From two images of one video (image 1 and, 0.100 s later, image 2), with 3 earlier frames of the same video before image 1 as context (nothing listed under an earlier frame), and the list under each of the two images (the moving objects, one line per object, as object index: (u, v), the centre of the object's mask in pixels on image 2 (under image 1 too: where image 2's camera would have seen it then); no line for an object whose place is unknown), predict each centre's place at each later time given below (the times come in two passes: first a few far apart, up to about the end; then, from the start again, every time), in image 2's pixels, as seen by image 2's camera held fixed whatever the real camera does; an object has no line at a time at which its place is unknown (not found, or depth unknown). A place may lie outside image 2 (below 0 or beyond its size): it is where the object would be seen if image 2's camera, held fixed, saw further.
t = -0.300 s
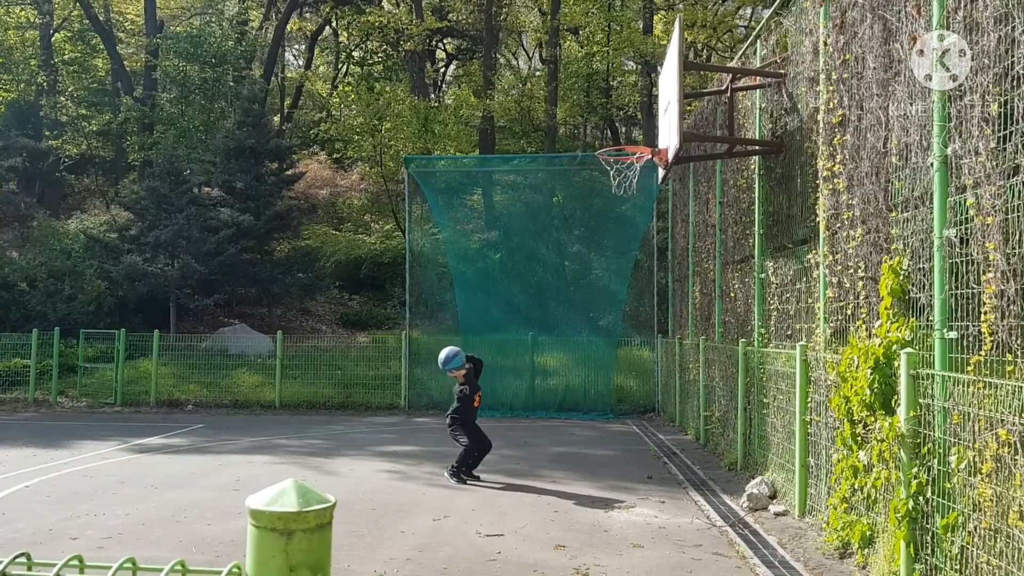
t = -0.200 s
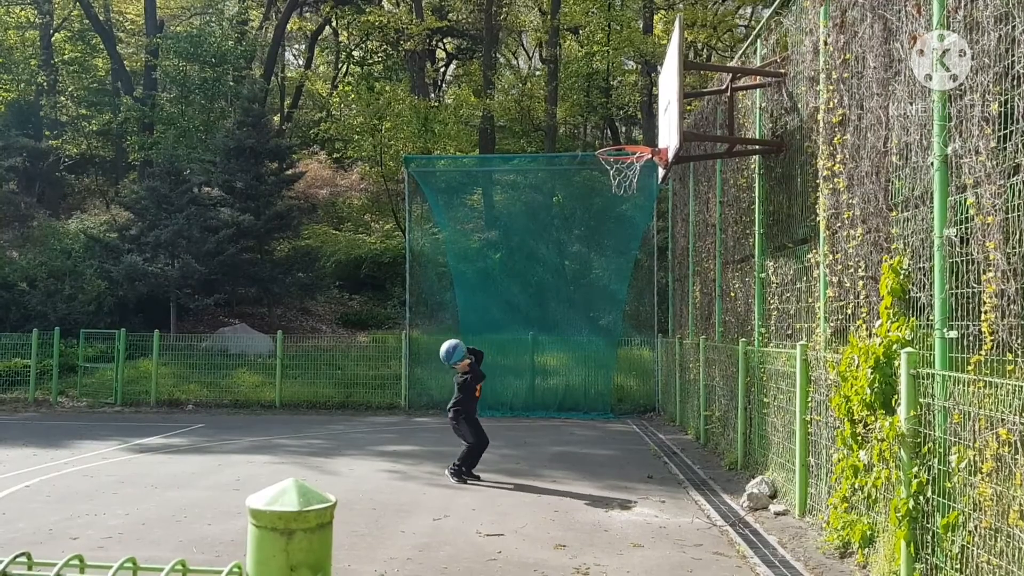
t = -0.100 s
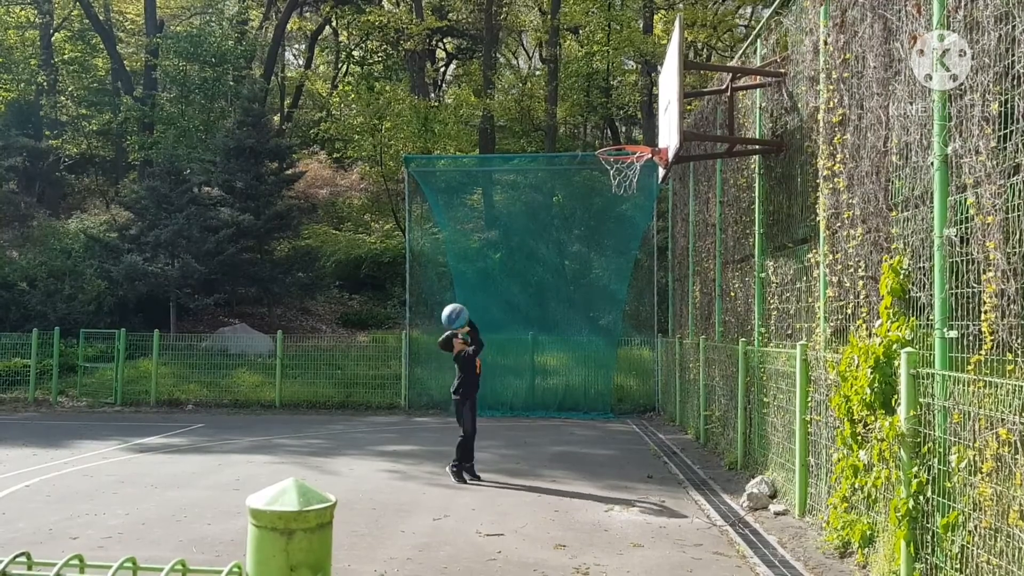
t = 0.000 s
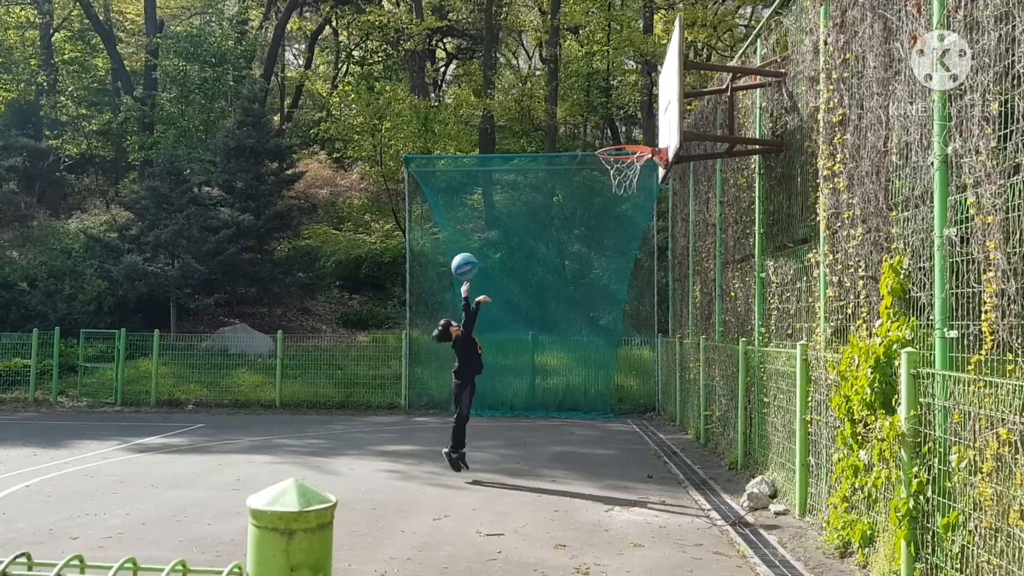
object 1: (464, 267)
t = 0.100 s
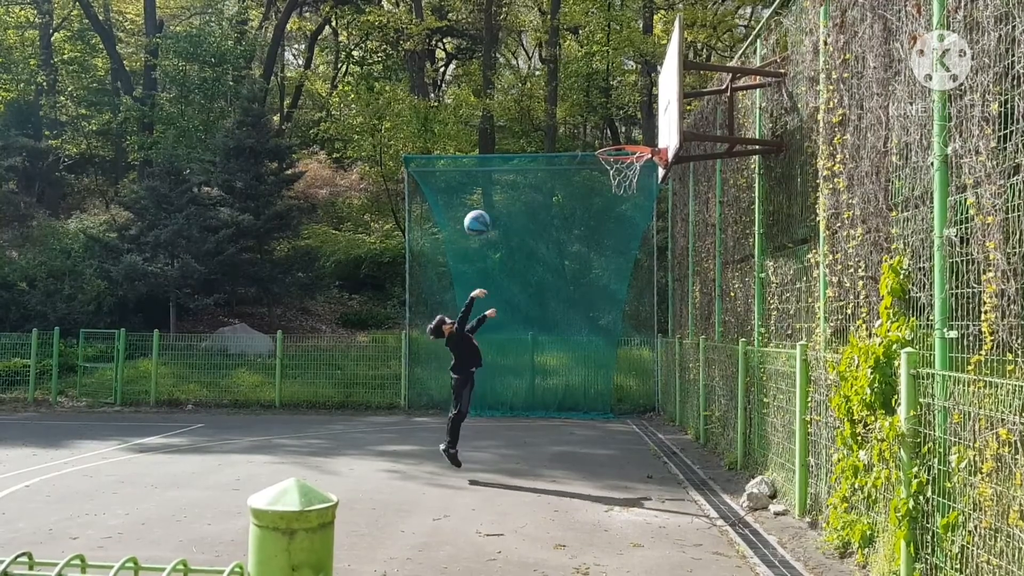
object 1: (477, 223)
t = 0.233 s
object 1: (494, 184)
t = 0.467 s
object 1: (523, 162)
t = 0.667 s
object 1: (547, 189)
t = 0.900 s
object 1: (574, 277)
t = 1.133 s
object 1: (600, 428)
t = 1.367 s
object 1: (623, 383)
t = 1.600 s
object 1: (646, 313)
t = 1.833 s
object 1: (670, 302)
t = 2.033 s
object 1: (691, 343)
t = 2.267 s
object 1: (716, 455)
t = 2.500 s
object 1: (735, 412)
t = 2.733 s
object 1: (755, 367)
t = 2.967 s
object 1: (774, 387)
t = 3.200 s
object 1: (772, 463)
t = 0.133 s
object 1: (481, 211)
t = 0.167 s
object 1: (485, 201)
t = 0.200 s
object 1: (490, 192)
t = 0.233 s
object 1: (494, 184)
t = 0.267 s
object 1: (499, 177)
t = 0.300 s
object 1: (503, 172)
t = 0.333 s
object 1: (507, 167)
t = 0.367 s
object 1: (511, 164)
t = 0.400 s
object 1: (515, 162)
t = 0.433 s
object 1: (519, 161)
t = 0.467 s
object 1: (523, 162)
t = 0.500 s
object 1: (527, 162)
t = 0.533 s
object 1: (531, 165)
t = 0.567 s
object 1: (535, 169)
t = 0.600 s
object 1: (539, 175)
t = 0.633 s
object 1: (543, 182)
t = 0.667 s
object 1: (547, 189)
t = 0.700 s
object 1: (551, 197)
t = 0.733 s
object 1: (555, 207)
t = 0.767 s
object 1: (559, 219)
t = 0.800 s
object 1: (562, 232)
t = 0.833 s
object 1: (566, 245)
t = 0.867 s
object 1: (570, 261)
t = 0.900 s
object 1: (574, 277)
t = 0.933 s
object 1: (578, 295)
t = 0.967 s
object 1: (581, 314)
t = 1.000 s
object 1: (584, 334)
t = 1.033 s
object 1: (589, 355)
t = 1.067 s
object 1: (592, 378)
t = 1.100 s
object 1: (596, 402)
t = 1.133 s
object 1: (600, 428)
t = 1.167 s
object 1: (603, 455)
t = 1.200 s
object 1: (607, 470)
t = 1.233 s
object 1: (610, 448)
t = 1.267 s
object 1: (613, 430)
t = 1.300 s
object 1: (616, 413)
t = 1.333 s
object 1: (620, 398)
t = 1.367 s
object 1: (623, 383)
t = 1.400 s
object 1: (626, 369)
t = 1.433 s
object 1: (629, 357)
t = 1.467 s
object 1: (633, 346)
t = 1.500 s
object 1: (636, 336)
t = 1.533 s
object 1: (639, 327)
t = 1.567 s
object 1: (643, 319)
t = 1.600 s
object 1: (646, 313)
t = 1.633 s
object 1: (650, 307)
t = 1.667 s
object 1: (653, 303)
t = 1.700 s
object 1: (656, 300)
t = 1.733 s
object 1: (659, 299)
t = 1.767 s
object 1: (662, 299)
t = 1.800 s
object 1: (667, 300)
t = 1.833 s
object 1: (670, 302)
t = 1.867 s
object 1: (673, 305)
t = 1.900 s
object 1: (677, 310)
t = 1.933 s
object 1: (680, 317)
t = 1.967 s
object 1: (684, 324)
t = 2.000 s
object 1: (687, 333)
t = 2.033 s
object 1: (691, 343)
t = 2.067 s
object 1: (694, 354)
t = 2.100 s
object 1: (698, 367)
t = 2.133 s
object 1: (702, 382)
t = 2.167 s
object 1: (706, 398)
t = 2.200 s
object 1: (709, 416)
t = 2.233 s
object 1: (712, 434)
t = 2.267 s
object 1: (716, 455)
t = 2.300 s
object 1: (719, 476)
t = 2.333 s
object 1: (723, 483)
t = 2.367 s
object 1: (724, 466)
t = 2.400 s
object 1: (727, 450)
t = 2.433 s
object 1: (730, 436)
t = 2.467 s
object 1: (732, 423)
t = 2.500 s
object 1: (735, 412)
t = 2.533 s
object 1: (737, 401)
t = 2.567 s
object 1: (740, 392)
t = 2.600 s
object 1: (743, 385)
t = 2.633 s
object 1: (745, 378)
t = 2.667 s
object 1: (749, 373)
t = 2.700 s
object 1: (752, 369)
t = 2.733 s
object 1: (755, 367)
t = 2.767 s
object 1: (758, 365)
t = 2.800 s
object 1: (760, 366)
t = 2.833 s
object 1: (763, 367)
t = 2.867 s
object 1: (766, 370)
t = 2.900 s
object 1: (769, 374)
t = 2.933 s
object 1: (772, 380)
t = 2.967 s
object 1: (774, 387)
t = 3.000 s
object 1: (777, 396)
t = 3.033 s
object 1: (778, 405)
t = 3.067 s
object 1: (777, 414)
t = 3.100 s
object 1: (776, 424)
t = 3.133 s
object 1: (775, 435)
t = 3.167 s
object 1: (774, 449)
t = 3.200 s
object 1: (772, 463)
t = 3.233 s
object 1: (772, 480)
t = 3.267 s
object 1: (774, 488)
